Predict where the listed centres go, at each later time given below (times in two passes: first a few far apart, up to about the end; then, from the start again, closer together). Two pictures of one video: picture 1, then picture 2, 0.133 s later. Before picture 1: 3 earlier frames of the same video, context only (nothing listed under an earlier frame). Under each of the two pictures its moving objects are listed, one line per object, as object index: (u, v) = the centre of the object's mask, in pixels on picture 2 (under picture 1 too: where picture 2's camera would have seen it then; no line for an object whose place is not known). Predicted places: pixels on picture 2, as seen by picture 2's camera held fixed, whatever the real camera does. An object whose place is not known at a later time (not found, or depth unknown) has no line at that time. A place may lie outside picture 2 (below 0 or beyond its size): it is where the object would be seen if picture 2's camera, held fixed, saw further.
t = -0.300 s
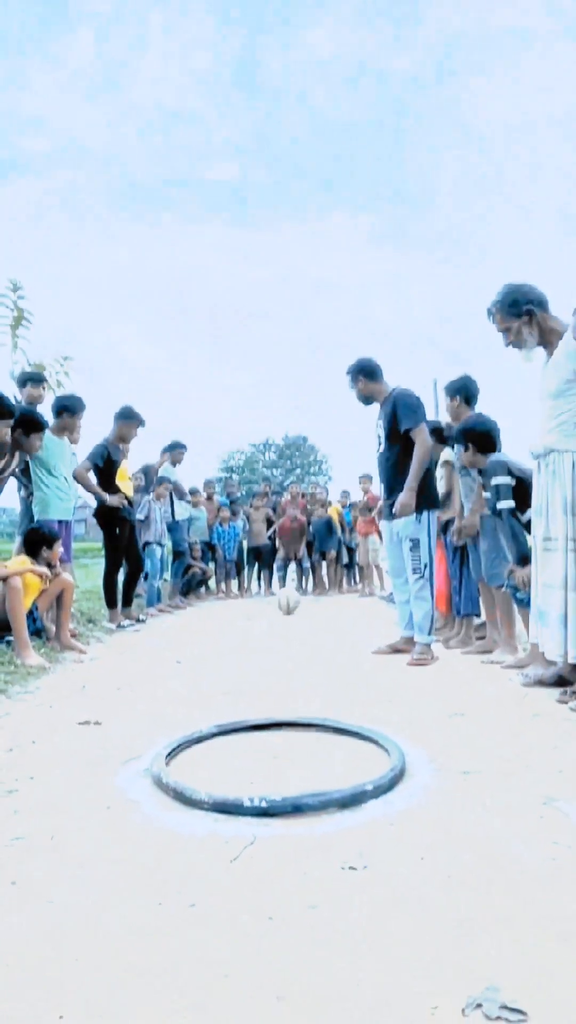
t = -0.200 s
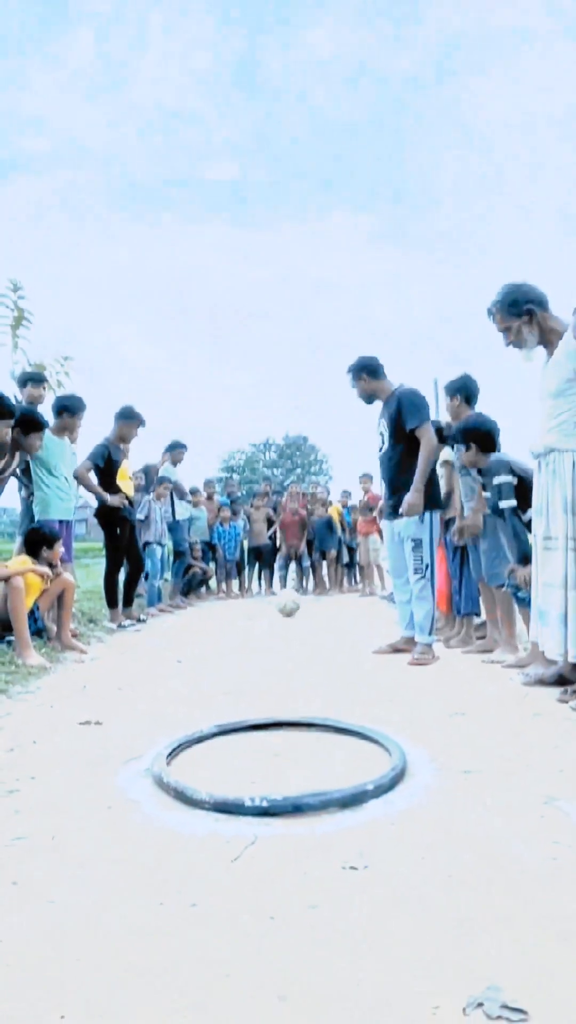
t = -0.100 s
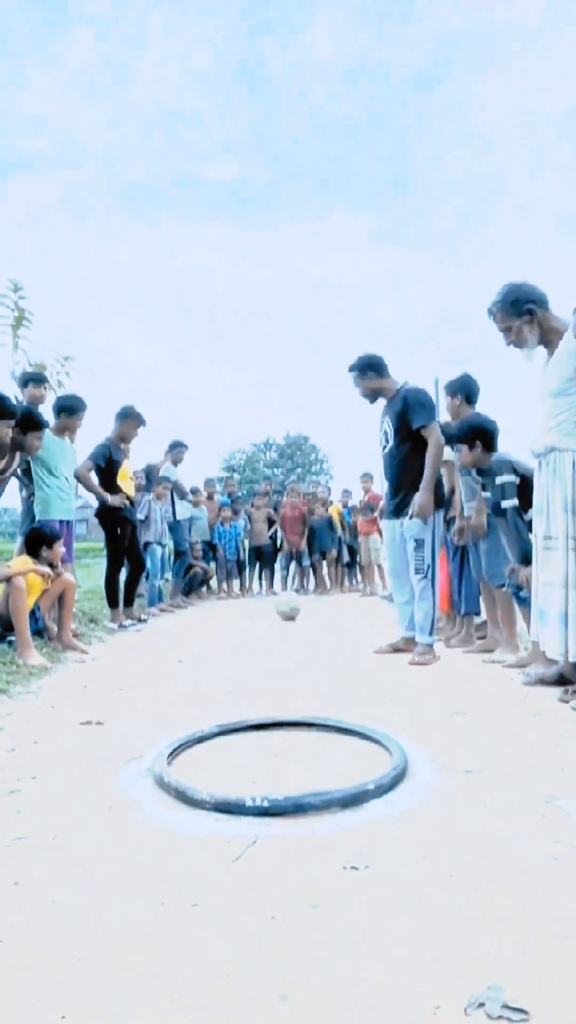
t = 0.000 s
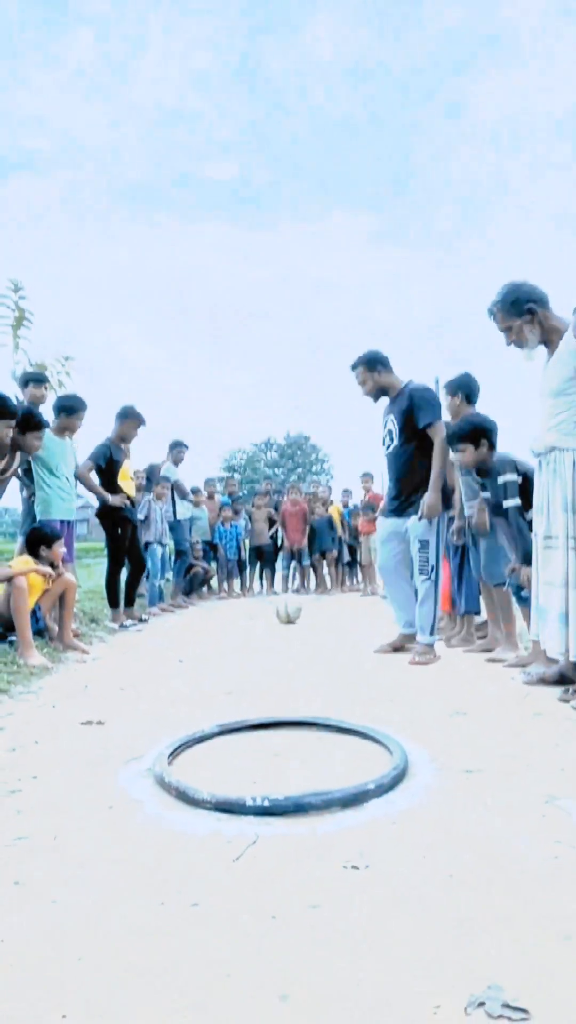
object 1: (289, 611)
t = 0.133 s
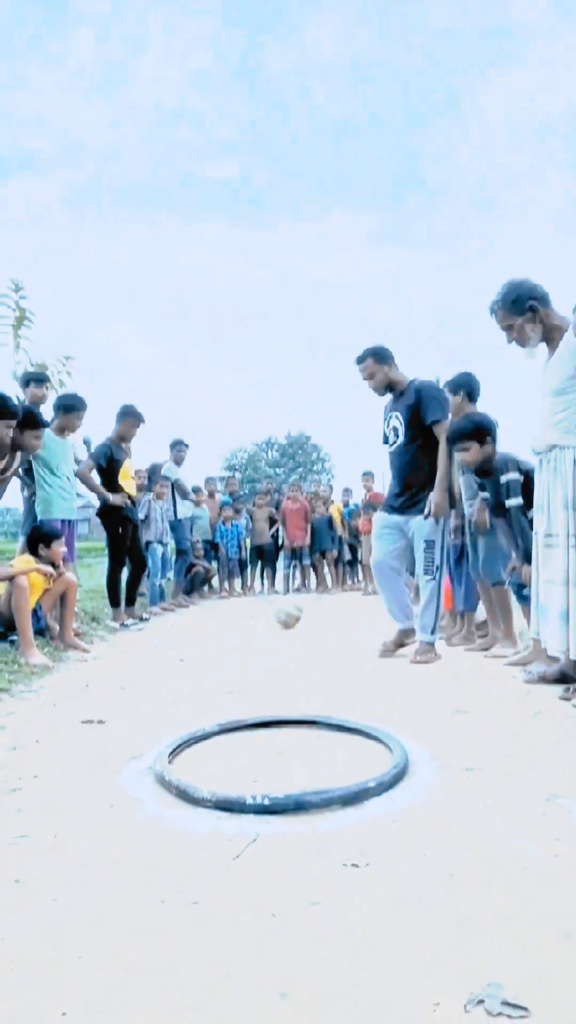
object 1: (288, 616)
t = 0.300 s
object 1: (286, 622)
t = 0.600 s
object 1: (281, 636)
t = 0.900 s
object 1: (273, 652)
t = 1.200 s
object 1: (263, 683)
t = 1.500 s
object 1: (236, 683)
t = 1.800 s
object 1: (206, 735)
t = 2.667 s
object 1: (295, 845)
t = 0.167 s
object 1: (288, 618)
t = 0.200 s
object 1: (287, 620)
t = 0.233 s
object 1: (287, 621)
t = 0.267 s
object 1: (285, 621)
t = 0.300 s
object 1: (286, 622)
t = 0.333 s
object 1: (285, 623)
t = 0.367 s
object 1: (284, 626)
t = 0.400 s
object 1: (284, 627)
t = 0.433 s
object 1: (284, 628)
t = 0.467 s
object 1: (283, 630)
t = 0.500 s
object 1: (283, 632)
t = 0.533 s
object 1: (283, 632)
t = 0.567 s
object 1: (281, 633)
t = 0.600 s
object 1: (281, 636)
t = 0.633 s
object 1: (280, 637)
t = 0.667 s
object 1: (280, 636)
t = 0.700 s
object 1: (279, 638)
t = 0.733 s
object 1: (278, 643)
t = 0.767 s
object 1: (277, 644)
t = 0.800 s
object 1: (277, 649)
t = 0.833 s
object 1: (276, 650)
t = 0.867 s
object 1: (275, 655)
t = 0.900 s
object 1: (273, 652)
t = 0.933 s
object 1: (272, 653)
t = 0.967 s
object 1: (271, 658)
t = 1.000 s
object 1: (270, 662)
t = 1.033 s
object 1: (269, 662)
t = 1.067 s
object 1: (268, 668)
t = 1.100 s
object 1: (267, 672)
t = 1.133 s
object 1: (265, 674)
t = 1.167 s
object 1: (264, 679)
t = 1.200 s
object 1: (263, 683)
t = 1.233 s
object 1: (260, 683)
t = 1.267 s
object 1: (259, 681)
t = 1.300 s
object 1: (256, 683)
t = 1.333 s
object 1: (254, 682)
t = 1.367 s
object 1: (250, 677)
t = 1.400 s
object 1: (247, 673)
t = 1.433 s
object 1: (244, 672)
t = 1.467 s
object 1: (240, 675)
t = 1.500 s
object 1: (236, 683)
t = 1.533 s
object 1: (234, 701)
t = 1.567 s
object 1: (230, 721)
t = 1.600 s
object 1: (227, 720)
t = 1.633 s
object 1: (224, 715)
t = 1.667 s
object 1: (219, 715)
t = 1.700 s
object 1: (215, 719)
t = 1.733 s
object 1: (212, 715)
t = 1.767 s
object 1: (208, 725)
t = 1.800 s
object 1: (206, 735)
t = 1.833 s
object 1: (208, 733)
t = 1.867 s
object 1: (211, 731)
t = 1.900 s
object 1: (215, 733)
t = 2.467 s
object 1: (277, 825)
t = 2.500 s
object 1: (281, 824)
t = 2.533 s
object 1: (285, 828)
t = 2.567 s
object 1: (289, 836)
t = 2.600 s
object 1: (291, 837)
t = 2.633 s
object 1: (294, 841)
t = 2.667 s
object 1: (295, 845)
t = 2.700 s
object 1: (296, 851)
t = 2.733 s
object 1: (298, 858)
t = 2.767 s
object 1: (299, 863)
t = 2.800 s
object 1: (301, 866)
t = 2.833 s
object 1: (303, 871)
